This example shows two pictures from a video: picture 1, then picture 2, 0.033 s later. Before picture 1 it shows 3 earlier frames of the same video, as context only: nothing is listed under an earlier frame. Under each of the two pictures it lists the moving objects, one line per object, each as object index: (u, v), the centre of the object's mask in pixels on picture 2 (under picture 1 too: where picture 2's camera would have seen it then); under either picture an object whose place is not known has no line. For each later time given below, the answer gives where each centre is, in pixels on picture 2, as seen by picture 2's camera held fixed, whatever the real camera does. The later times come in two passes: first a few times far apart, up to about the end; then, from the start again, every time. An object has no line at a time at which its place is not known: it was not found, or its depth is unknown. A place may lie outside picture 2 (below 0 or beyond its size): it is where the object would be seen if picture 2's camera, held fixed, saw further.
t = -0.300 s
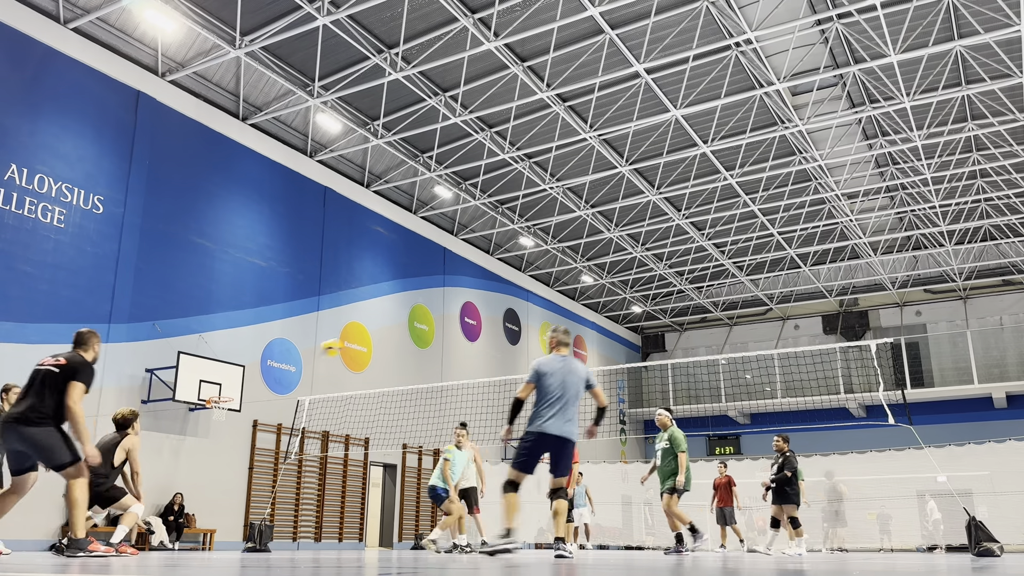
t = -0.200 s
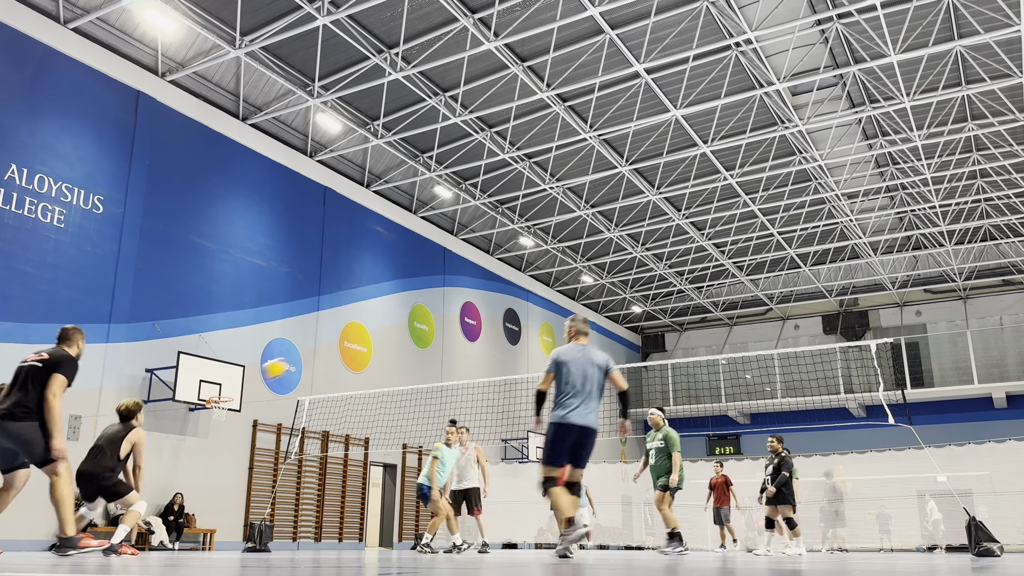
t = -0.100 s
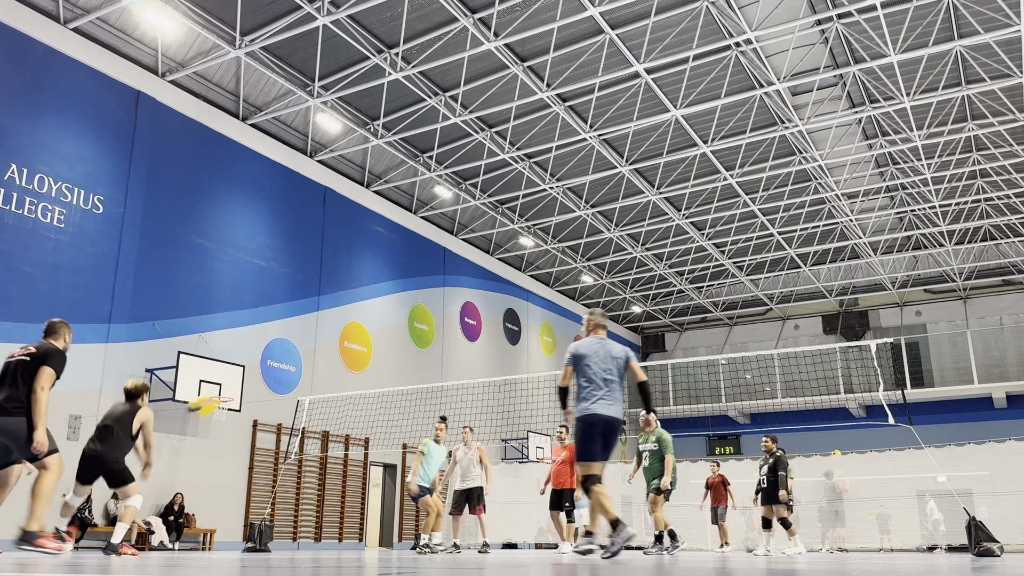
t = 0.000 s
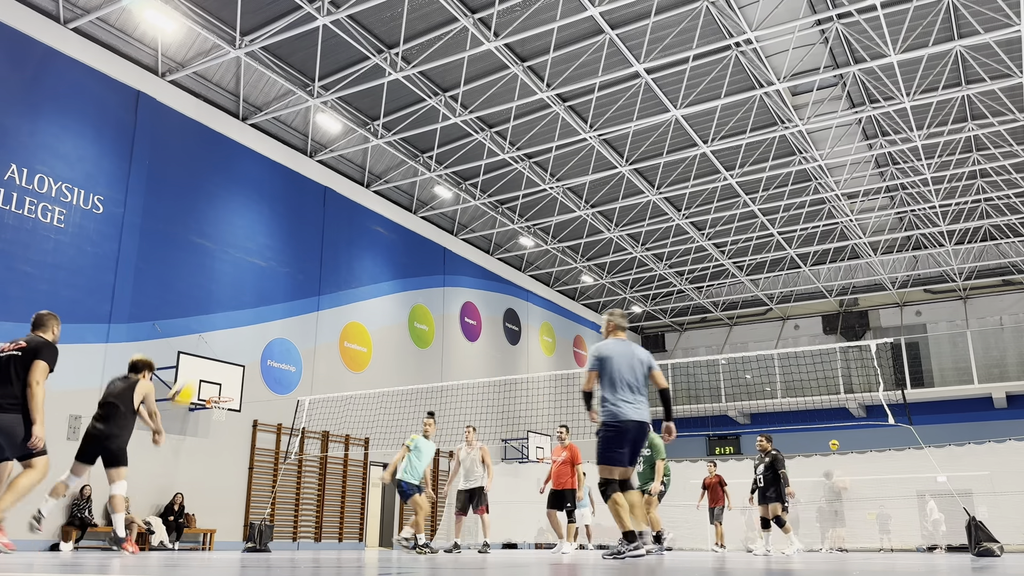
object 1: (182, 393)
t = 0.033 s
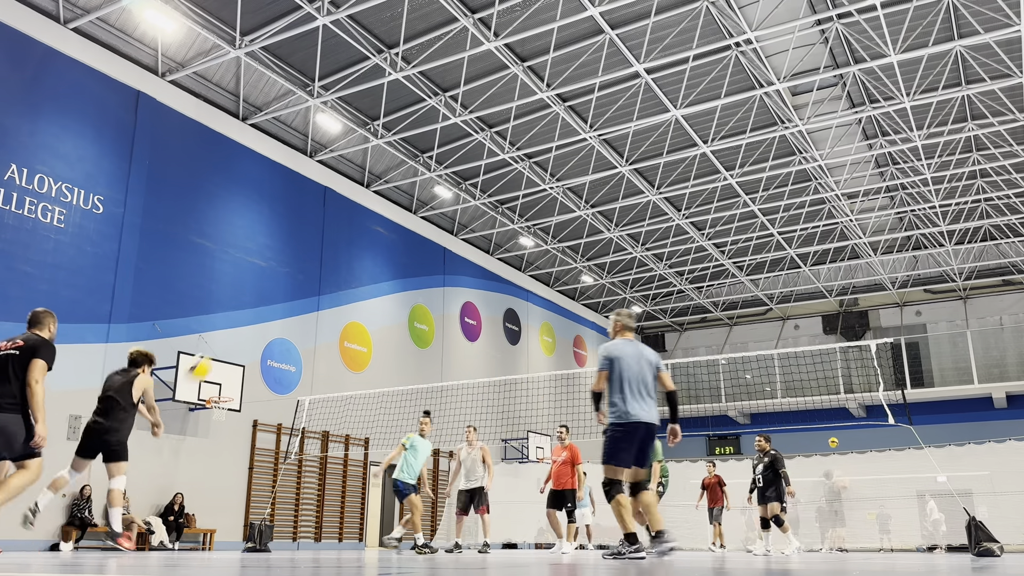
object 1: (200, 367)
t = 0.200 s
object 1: (264, 279)
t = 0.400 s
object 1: (323, 223)
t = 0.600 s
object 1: (369, 206)
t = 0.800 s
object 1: (409, 219)
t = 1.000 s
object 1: (442, 258)
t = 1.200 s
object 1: (473, 322)
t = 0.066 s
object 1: (213, 345)
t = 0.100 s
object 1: (227, 325)
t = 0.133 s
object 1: (240, 308)
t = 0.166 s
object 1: (252, 293)
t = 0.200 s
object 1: (264, 279)
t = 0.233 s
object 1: (275, 267)
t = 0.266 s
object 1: (285, 256)
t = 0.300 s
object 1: (295, 246)
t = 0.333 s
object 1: (305, 237)
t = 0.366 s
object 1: (314, 230)
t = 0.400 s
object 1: (323, 223)
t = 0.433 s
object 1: (331, 218)
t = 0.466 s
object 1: (340, 214)
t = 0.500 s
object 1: (347, 210)
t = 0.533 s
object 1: (354, 208)
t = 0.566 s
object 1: (362, 207)
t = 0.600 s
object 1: (369, 206)
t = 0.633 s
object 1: (376, 206)
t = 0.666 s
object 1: (383, 207)
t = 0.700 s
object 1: (390, 209)
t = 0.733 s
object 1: (396, 211)
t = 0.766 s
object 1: (402, 214)
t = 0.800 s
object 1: (409, 219)
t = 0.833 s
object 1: (414, 223)
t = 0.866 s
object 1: (420, 229)
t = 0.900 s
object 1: (426, 235)
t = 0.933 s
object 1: (432, 243)
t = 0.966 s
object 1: (437, 250)
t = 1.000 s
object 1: (442, 258)
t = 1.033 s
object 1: (448, 267)
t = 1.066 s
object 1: (453, 277)
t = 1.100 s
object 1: (457, 286)
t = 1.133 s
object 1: (463, 298)
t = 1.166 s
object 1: (468, 310)
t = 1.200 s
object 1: (473, 322)
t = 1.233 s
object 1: (477, 334)
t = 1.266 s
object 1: (482, 348)
